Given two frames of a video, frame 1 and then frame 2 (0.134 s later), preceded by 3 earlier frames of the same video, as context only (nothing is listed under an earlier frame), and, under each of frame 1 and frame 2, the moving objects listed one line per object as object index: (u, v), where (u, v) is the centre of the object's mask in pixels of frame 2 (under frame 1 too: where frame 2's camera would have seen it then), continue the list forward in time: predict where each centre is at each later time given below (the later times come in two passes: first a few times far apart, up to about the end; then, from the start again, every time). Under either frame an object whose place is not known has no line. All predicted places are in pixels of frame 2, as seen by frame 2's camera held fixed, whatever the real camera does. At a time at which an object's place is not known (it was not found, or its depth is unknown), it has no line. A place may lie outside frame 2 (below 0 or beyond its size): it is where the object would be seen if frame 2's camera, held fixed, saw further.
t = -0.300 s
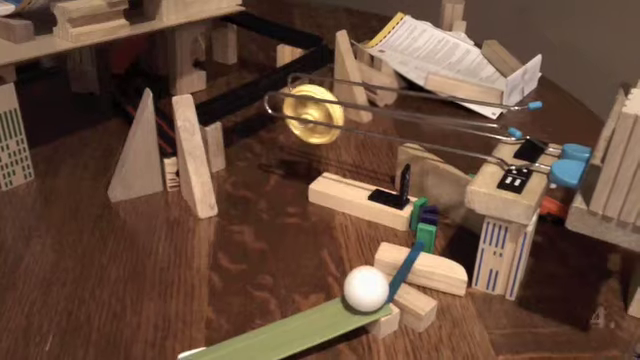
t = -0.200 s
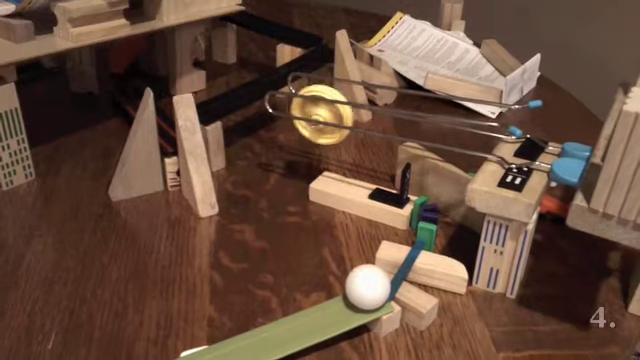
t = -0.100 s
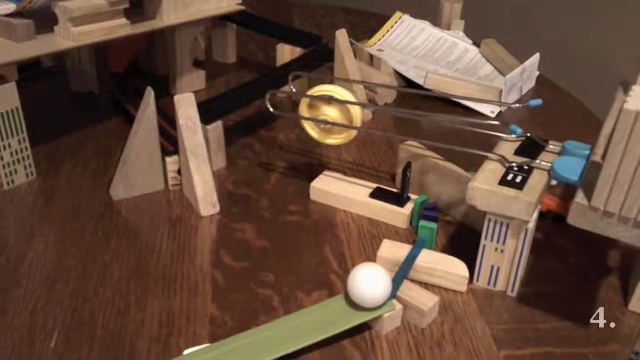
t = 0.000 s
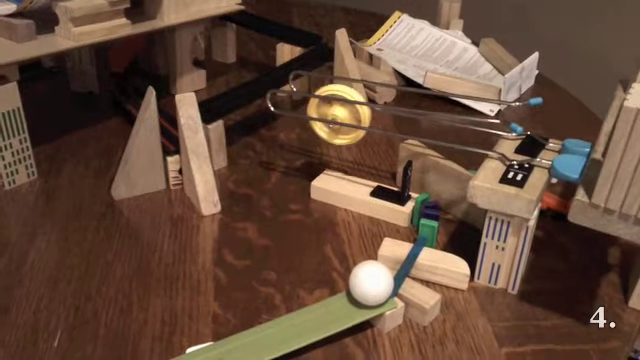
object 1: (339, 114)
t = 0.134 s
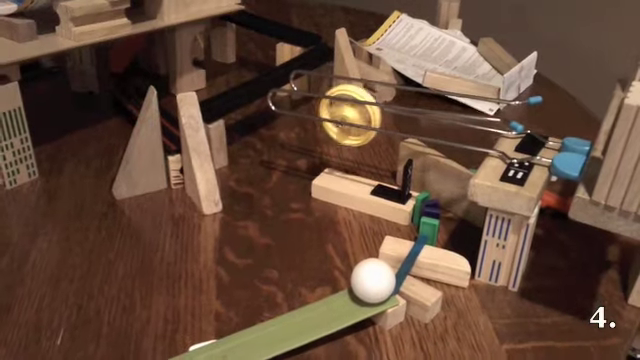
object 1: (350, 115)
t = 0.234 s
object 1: (357, 117)
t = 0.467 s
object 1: (373, 121)
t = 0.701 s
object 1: (387, 125)
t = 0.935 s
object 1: (402, 128)
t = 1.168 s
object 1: (417, 130)
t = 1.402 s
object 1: (430, 132)
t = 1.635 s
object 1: (443, 134)
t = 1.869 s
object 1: (452, 139)
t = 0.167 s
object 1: (352, 116)
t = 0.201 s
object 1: (355, 116)
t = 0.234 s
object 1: (357, 117)
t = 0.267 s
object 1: (360, 117)
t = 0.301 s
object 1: (362, 118)
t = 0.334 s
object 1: (365, 118)
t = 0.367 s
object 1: (367, 119)
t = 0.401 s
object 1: (369, 120)
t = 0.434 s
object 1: (371, 120)
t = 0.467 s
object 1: (373, 121)
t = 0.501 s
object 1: (375, 122)
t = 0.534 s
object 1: (377, 122)
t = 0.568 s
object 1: (379, 122)
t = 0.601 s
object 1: (381, 123)
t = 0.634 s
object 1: (383, 124)
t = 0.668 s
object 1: (385, 124)
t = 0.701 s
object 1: (387, 125)
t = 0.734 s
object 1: (389, 125)
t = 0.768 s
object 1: (392, 126)
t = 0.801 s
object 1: (393, 126)
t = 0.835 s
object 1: (396, 127)
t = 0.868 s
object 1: (398, 127)
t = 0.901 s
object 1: (400, 128)
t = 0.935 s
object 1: (402, 128)
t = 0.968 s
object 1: (404, 128)
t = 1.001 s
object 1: (406, 129)
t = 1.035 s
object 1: (409, 129)
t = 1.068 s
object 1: (410, 129)
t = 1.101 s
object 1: (412, 129)
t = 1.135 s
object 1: (415, 129)
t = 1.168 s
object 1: (417, 130)
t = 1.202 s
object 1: (419, 130)
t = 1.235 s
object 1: (421, 130)
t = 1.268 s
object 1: (423, 130)
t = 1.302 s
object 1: (425, 131)
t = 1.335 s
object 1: (427, 131)
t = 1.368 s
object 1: (429, 131)
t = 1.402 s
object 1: (430, 132)
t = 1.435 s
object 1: (432, 132)
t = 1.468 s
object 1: (434, 132)
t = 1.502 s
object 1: (436, 133)
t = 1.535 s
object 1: (438, 133)
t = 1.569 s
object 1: (440, 133)
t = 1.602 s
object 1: (441, 134)
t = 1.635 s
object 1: (443, 134)
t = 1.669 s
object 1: (444, 138)
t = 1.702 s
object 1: (446, 138)
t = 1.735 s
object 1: (448, 135)
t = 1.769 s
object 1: (449, 135)
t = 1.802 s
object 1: (450, 135)
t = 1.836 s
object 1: (451, 138)
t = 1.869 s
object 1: (452, 139)
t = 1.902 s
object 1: (454, 139)
